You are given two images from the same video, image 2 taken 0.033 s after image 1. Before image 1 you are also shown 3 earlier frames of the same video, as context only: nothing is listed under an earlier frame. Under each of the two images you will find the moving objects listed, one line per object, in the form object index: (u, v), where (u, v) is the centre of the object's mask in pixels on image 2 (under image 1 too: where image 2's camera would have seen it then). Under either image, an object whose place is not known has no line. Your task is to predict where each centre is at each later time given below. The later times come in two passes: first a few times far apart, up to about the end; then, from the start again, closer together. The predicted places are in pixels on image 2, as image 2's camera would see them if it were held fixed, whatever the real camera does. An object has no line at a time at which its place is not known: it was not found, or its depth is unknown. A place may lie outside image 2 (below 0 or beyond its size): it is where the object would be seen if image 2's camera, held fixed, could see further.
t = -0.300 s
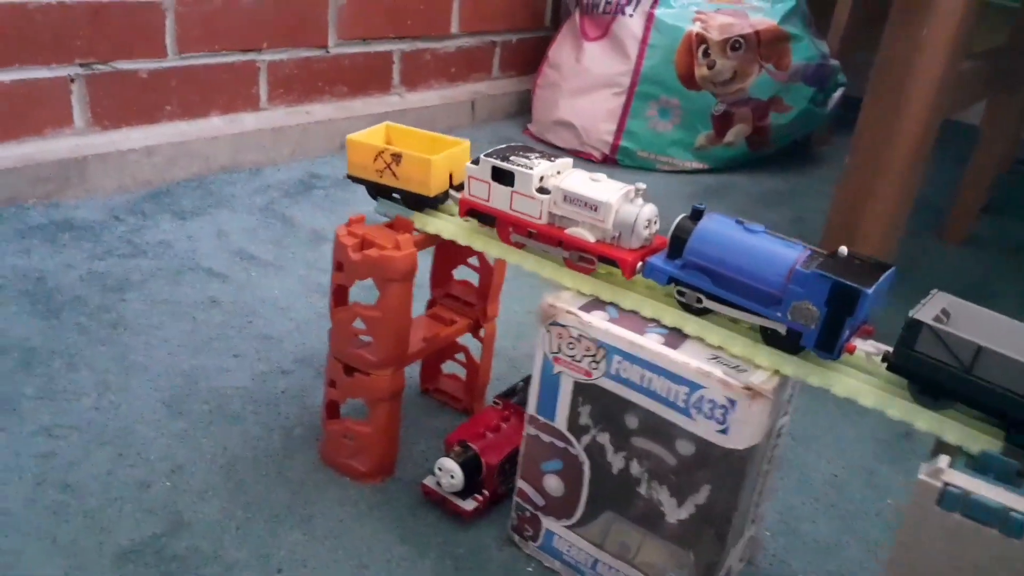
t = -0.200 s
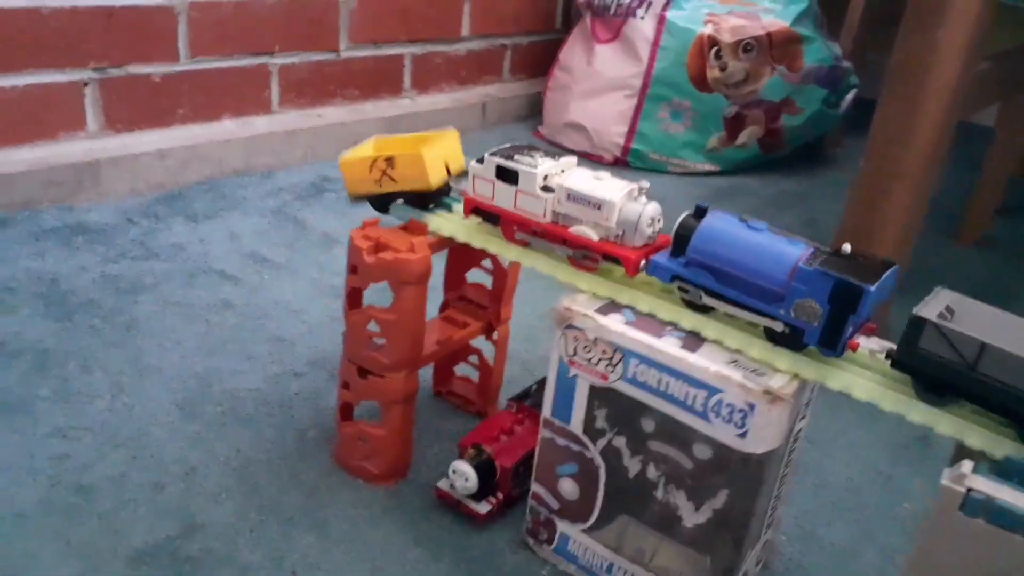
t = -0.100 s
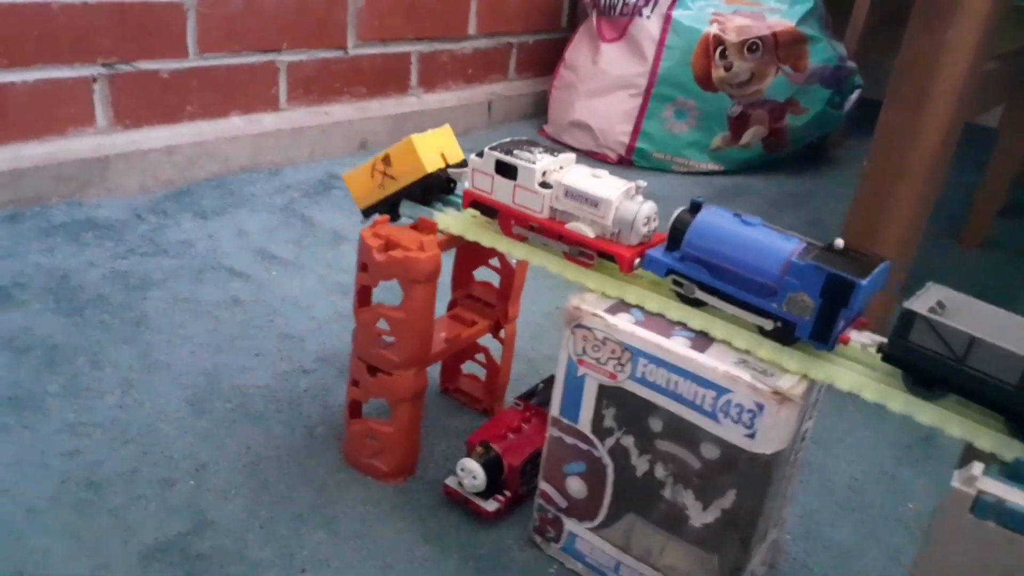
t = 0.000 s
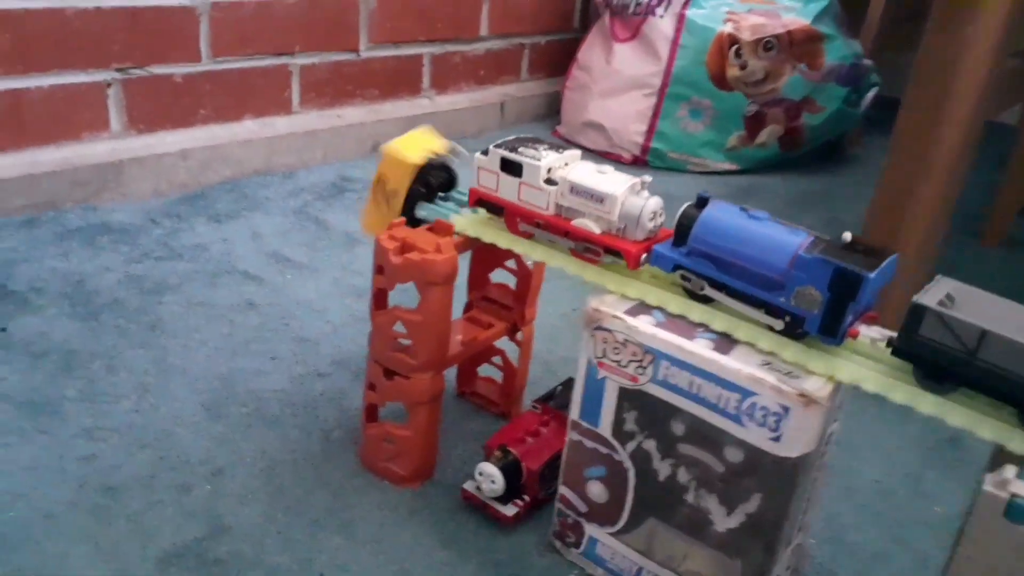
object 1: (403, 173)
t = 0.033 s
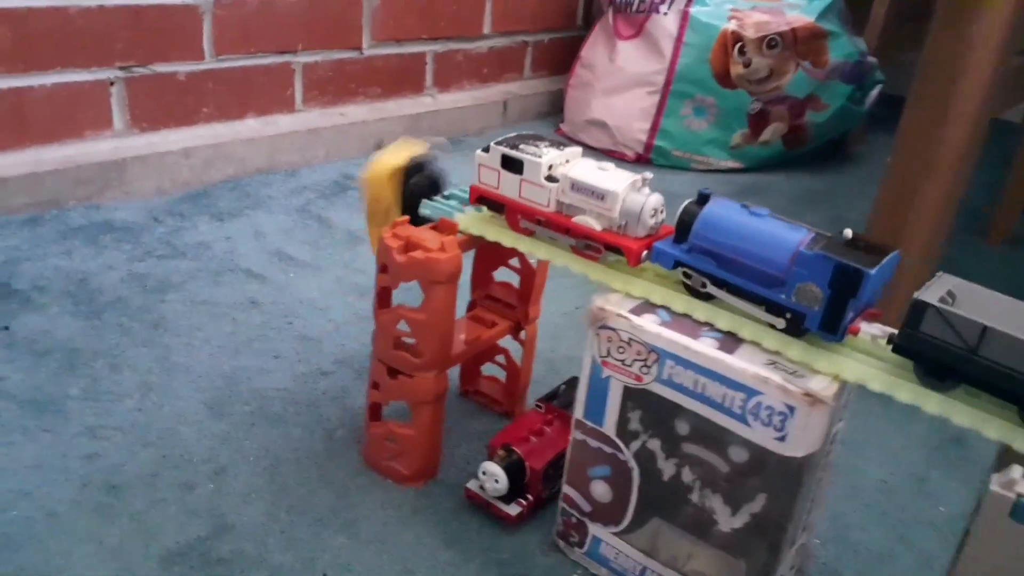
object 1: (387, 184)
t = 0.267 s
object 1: (317, 329)
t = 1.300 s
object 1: (244, 338)
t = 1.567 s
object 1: (244, 342)
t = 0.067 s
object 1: (365, 222)
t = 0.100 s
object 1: (356, 276)
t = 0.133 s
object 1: (352, 360)
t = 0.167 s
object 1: (352, 373)
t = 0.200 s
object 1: (348, 341)
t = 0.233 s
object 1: (337, 326)
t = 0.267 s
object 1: (317, 329)
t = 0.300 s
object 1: (293, 345)
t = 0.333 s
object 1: (267, 349)
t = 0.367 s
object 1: (233, 353)
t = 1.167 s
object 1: (244, 342)
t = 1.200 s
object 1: (244, 338)
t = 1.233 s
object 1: (244, 338)
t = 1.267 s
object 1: (244, 338)
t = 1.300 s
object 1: (244, 338)
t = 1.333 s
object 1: (244, 342)
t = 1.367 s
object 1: (244, 342)
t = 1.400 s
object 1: (244, 342)
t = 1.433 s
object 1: (244, 342)
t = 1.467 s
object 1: (244, 338)
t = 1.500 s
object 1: (244, 342)
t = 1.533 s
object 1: (244, 342)
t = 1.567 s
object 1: (244, 342)
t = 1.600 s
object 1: (244, 342)
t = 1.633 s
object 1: (244, 342)
